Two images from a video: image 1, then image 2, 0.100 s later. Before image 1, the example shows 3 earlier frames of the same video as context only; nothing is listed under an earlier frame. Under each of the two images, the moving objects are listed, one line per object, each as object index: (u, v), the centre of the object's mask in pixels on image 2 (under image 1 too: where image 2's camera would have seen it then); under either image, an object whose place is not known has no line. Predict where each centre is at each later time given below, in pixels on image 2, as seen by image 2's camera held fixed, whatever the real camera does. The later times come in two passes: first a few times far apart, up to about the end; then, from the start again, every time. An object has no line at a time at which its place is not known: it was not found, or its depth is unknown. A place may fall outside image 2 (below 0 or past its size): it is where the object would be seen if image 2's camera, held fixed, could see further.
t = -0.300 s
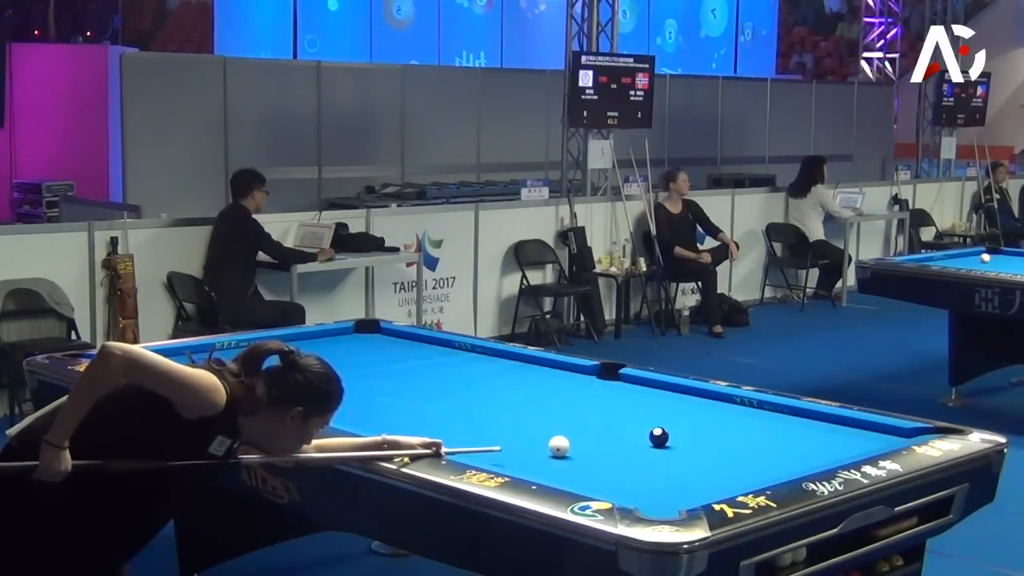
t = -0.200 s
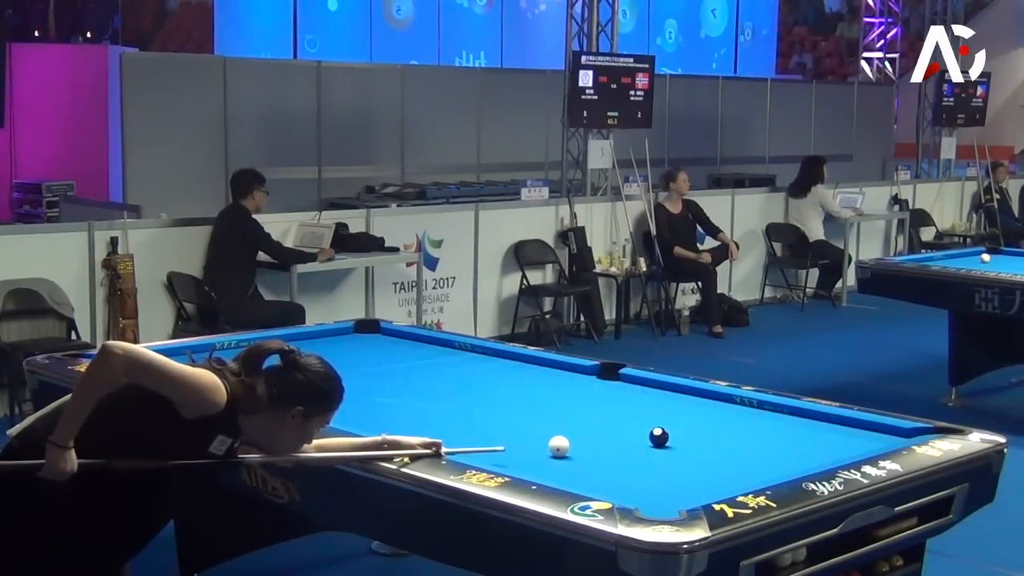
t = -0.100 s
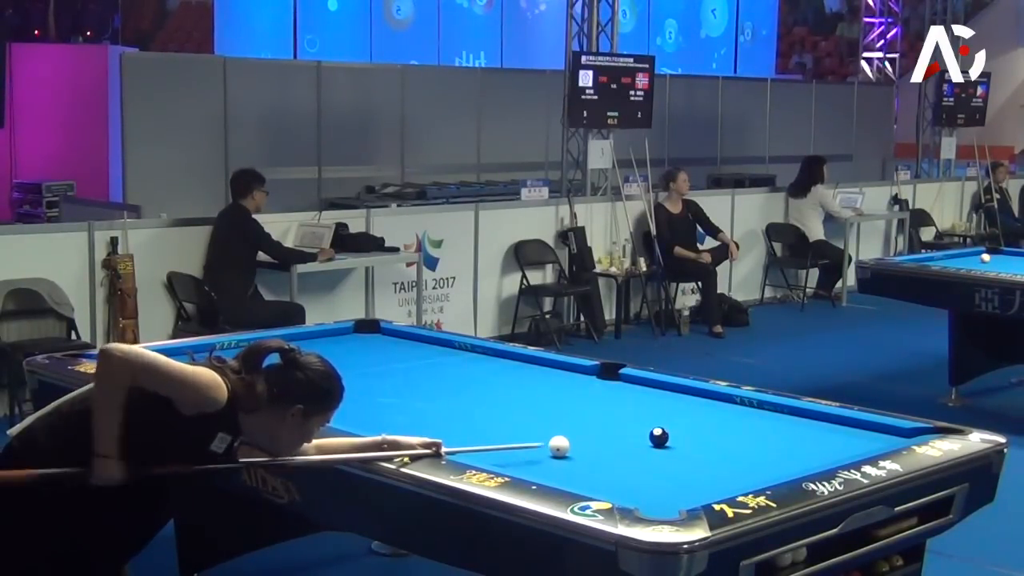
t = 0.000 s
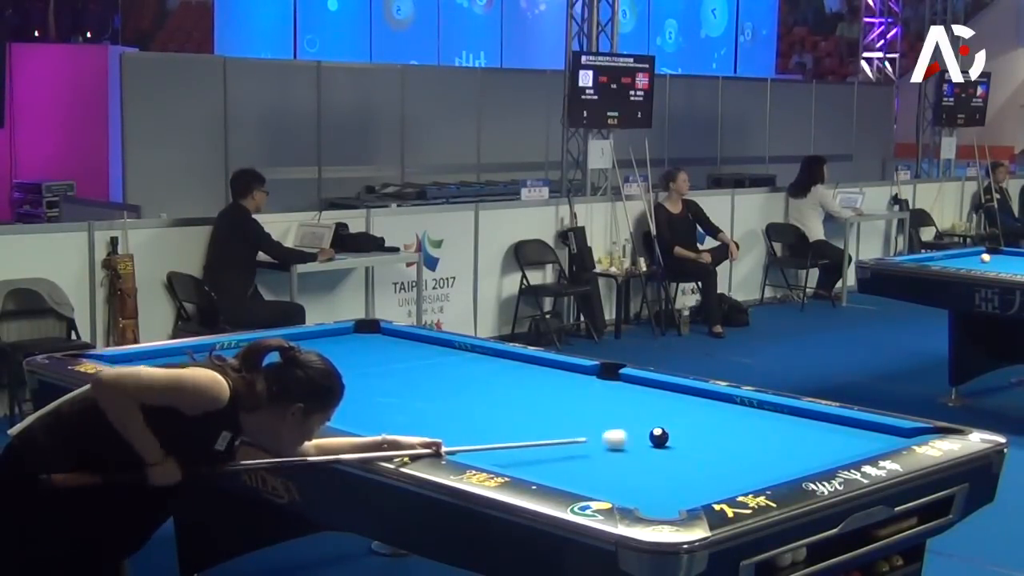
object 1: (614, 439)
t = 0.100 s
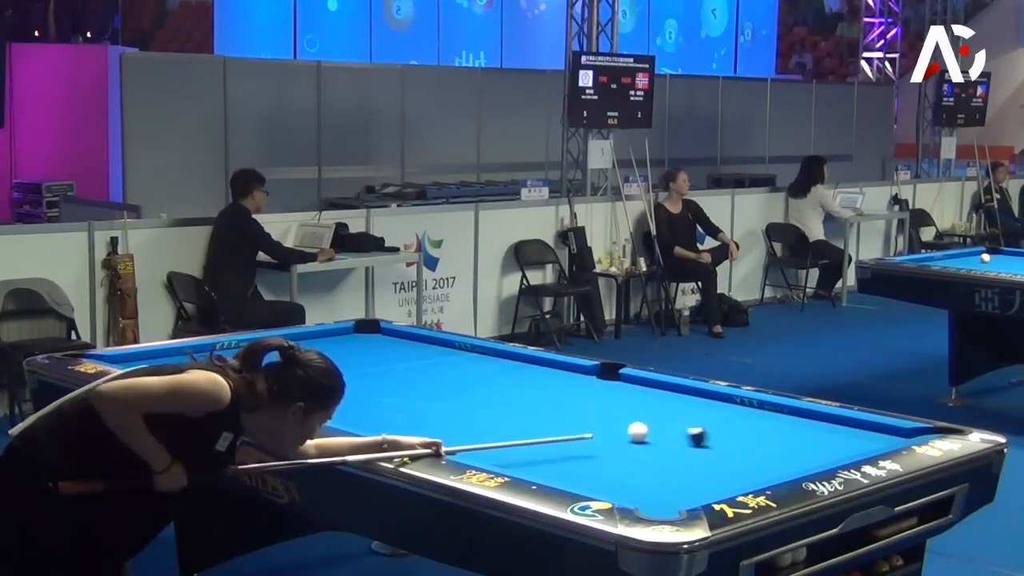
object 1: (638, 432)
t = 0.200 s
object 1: (641, 426)
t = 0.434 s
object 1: (663, 412)
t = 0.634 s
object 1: (682, 402)
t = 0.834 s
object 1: (699, 393)
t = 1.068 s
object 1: (679, 396)
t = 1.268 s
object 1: (662, 398)
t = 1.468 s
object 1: (646, 401)
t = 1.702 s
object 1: (627, 404)
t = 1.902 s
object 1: (612, 407)
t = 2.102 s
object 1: (597, 409)
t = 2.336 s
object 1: (581, 413)
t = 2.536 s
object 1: (568, 415)
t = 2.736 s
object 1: (555, 417)
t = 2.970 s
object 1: (541, 420)
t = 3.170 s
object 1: (530, 422)
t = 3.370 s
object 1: (519, 425)
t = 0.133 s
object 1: (638, 430)
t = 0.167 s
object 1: (639, 428)
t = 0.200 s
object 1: (641, 426)
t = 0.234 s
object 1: (643, 424)
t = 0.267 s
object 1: (647, 422)
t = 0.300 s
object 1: (650, 420)
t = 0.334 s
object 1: (653, 418)
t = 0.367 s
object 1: (657, 416)
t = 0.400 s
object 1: (660, 415)
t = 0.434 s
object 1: (663, 412)
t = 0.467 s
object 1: (666, 411)
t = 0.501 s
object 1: (669, 409)
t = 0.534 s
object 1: (673, 407)
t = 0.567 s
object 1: (676, 406)
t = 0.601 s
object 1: (679, 404)
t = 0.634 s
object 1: (682, 402)
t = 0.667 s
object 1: (685, 400)
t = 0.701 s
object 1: (688, 399)
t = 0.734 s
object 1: (691, 397)
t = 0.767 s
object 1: (694, 396)
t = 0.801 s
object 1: (696, 394)
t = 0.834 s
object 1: (699, 393)
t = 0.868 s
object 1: (699, 392)
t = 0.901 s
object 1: (695, 393)
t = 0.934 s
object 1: (691, 393)
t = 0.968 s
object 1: (688, 394)
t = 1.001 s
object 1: (685, 394)
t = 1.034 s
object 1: (682, 395)
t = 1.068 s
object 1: (679, 396)
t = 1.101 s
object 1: (676, 396)
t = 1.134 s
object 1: (673, 396)
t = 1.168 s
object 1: (671, 397)
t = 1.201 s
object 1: (668, 397)
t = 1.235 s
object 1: (665, 398)
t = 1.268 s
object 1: (662, 398)
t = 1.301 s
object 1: (660, 399)
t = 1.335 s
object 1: (657, 399)
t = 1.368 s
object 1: (654, 400)
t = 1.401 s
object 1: (651, 400)
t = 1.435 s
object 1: (648, 400)
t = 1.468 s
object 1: (646, 401)
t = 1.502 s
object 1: (643, 401)
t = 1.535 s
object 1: (641, 402)
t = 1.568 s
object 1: (638, 402)
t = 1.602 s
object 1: (635, 403)
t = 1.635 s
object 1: (632, 403)
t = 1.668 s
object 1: (630, 404)
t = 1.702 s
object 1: (627, 404)
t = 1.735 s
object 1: (625, 405)
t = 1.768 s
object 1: (622, 405)
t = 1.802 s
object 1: (620, 406)
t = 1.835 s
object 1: (617, 406)
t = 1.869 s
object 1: (614, 406)
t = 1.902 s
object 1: (612, 407)
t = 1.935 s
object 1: (609, 407)
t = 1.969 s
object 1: (607, 407)
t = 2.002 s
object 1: (604, 408)
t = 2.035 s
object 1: (602, 408)
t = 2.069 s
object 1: (599, 409)
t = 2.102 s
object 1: (597, 409)
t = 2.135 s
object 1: (595, 410)
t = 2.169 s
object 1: (593, 410)
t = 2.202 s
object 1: (590, 411)
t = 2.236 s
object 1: (588, 411)
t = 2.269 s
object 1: (585, 412)
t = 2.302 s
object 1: (583, 412)
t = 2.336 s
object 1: (581, 413)
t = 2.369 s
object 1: (579, 413)
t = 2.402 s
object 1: (577, 413)
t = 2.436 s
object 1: (574, 414)
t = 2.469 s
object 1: (572, 414)
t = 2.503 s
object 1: (570, 415)
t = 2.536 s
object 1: (568, 415)
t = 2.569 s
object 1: (566, 416)
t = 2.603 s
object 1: (563, 416)
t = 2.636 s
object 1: (561, 416)
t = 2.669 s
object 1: (559, 417)
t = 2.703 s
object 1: (557, 417)
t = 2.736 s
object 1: (555, 417)
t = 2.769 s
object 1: (553, 418)
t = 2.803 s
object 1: (551, 418)
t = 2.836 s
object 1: (549, 419)
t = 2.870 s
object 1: (547, 419)
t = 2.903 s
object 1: (545, 419)
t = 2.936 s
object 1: (543, 419)
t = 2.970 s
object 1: (541, 420)
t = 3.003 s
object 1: (539, 421)
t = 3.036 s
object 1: (537, 421)
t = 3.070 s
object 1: (535, 421)
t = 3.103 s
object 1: (533, 421)
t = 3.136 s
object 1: (531, 422)
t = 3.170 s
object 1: (530, 422)
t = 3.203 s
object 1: (528, 423)
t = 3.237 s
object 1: (526, 423)
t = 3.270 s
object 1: (524, 423)
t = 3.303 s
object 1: (522, 424)
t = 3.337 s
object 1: (521, 425)
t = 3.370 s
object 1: (519, 425)
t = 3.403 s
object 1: (518, 425)
